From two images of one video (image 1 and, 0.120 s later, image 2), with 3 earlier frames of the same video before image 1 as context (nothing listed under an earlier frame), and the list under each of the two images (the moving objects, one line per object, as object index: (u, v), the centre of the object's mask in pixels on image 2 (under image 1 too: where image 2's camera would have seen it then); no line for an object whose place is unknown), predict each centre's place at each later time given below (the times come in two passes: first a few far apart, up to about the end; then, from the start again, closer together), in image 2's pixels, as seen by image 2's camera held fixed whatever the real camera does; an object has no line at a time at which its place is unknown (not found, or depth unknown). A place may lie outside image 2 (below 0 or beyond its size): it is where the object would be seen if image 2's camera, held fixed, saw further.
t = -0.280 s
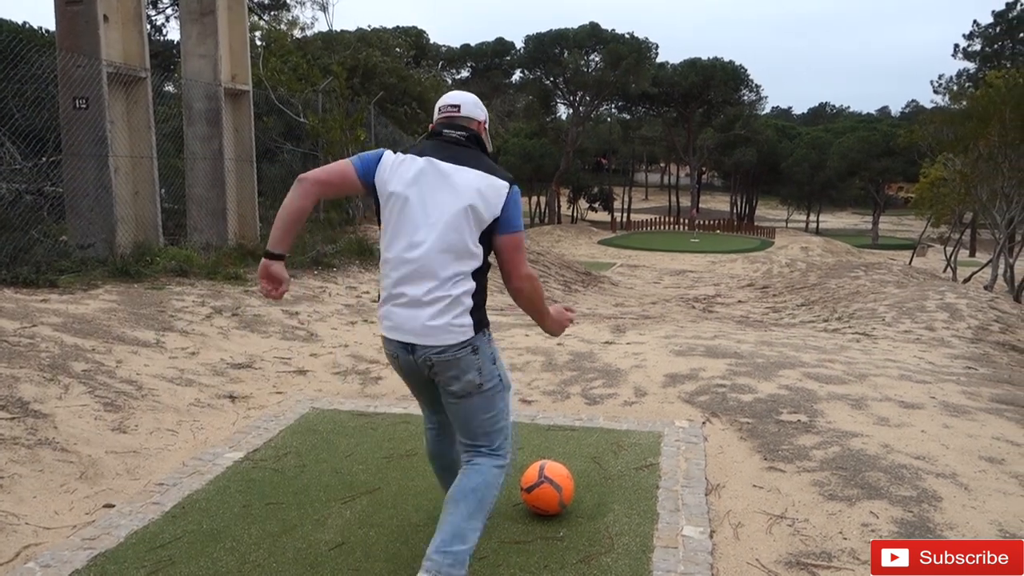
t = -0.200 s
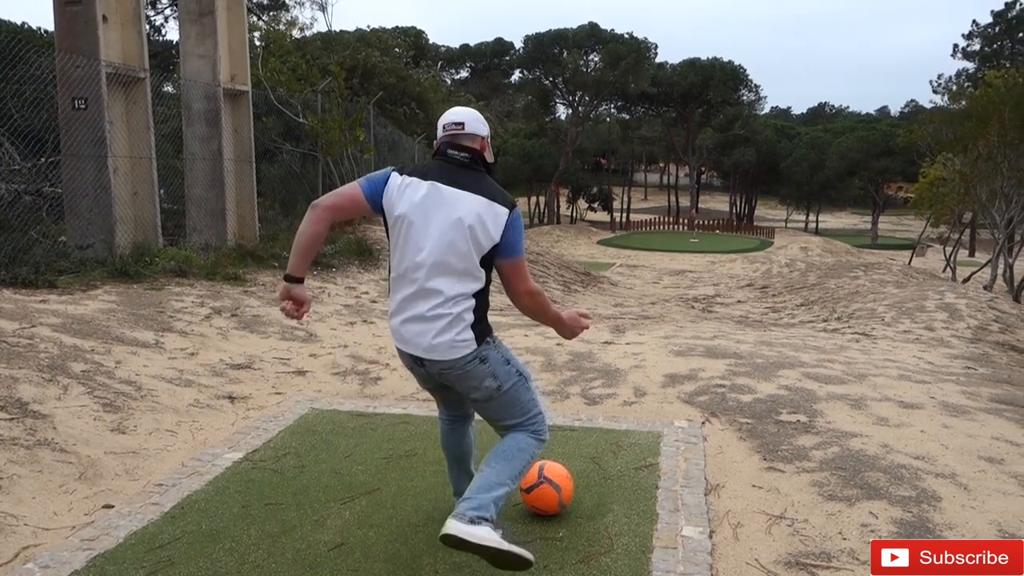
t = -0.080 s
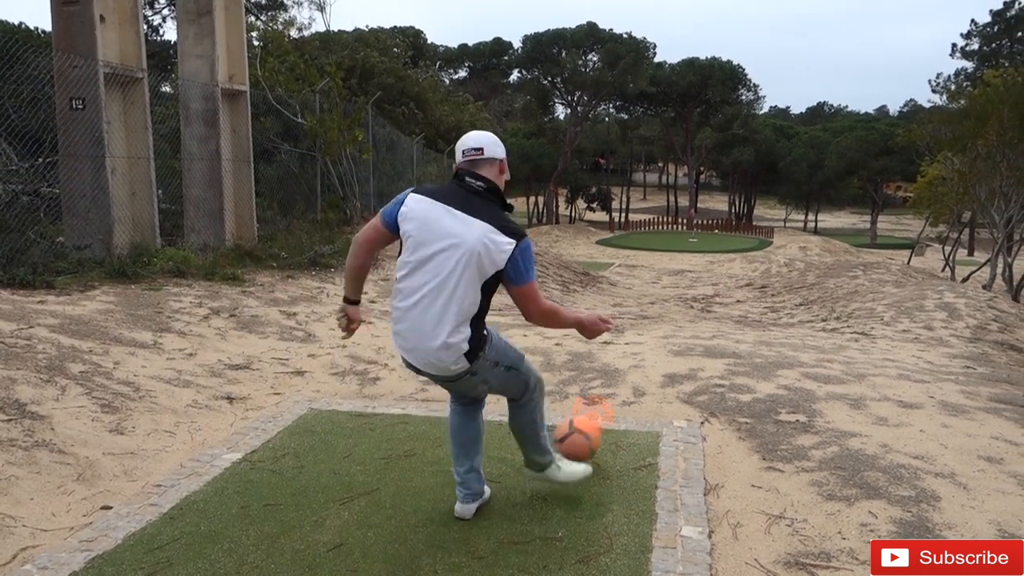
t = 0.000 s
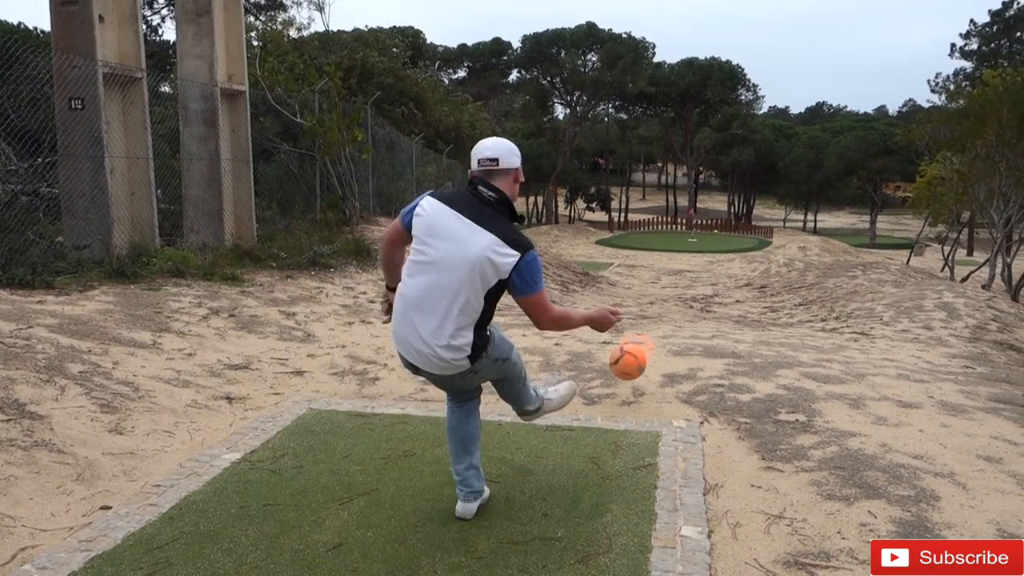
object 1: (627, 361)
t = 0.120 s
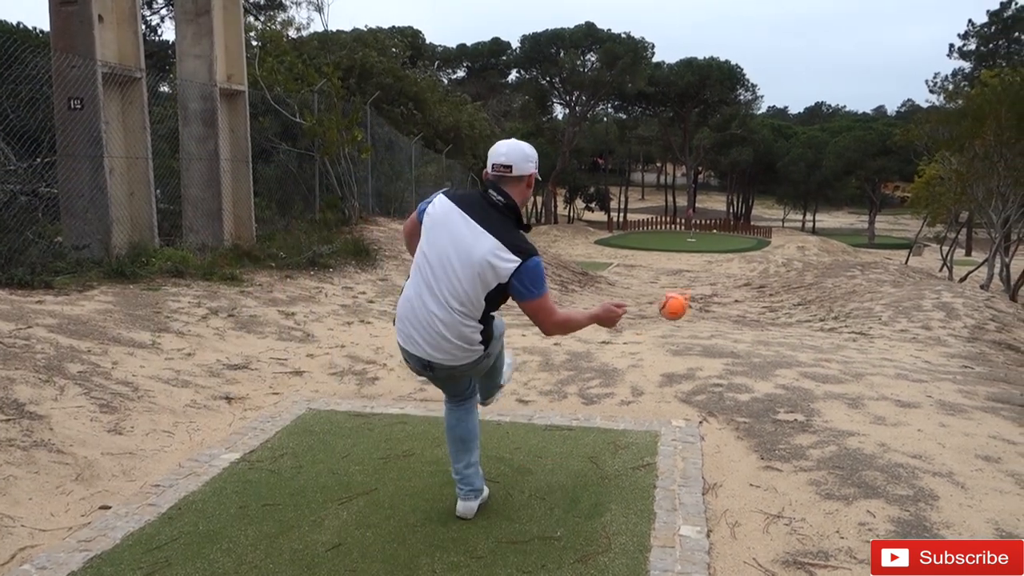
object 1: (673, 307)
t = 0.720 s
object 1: (764, 272)
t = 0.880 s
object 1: (770, 266)
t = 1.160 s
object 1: (772, 261)
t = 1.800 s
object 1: (746, 271)
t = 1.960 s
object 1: (742, 261)
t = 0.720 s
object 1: (764, 272)
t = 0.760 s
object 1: (766, 269)
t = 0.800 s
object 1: (768, 267)
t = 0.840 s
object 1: (769, 266)
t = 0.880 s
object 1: (770, 266)
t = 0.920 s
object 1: (771, 267)
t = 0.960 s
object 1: (773, 269)
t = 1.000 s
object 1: (774, 272)
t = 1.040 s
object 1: (775, 276)
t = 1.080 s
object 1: (775, 274)
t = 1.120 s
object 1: (774, 268)
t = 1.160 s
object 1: (772, 261)
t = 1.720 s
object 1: (750, 261)
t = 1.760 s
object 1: (748, 266)
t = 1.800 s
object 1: (746, 271)
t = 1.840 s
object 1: (746, 270)
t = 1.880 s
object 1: (745, 267)
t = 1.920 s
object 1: (743, 264)
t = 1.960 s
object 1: (742, 261)
